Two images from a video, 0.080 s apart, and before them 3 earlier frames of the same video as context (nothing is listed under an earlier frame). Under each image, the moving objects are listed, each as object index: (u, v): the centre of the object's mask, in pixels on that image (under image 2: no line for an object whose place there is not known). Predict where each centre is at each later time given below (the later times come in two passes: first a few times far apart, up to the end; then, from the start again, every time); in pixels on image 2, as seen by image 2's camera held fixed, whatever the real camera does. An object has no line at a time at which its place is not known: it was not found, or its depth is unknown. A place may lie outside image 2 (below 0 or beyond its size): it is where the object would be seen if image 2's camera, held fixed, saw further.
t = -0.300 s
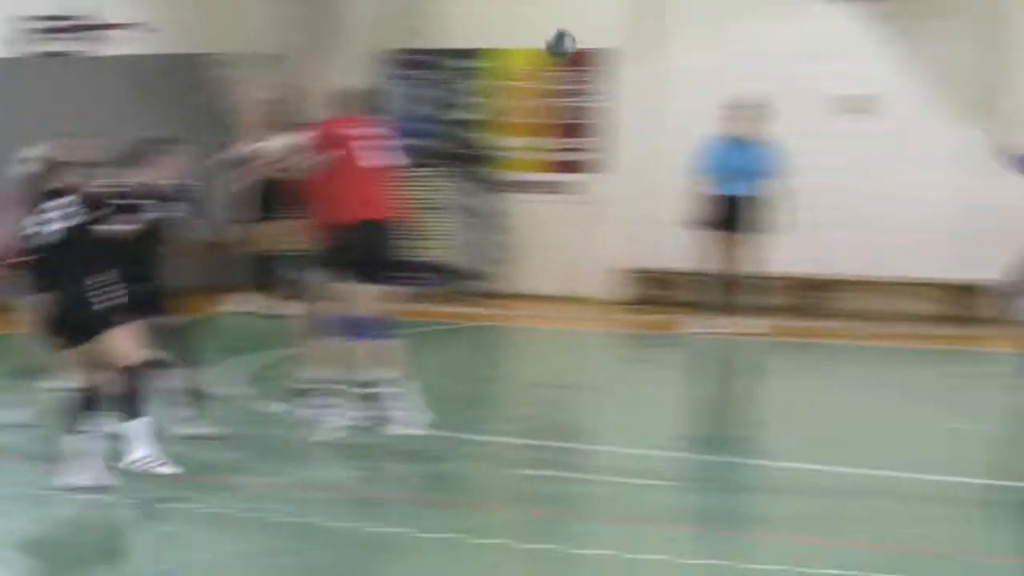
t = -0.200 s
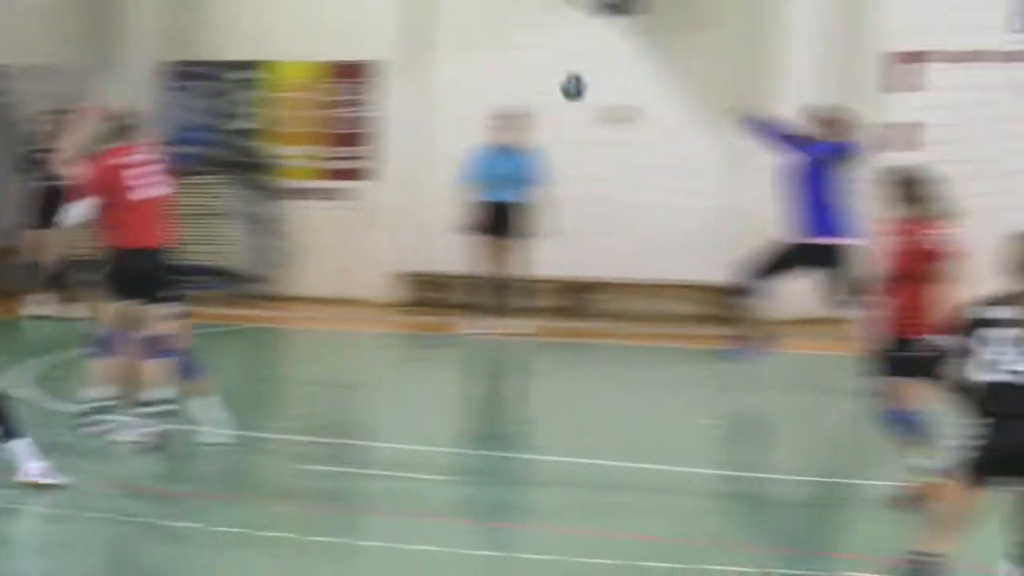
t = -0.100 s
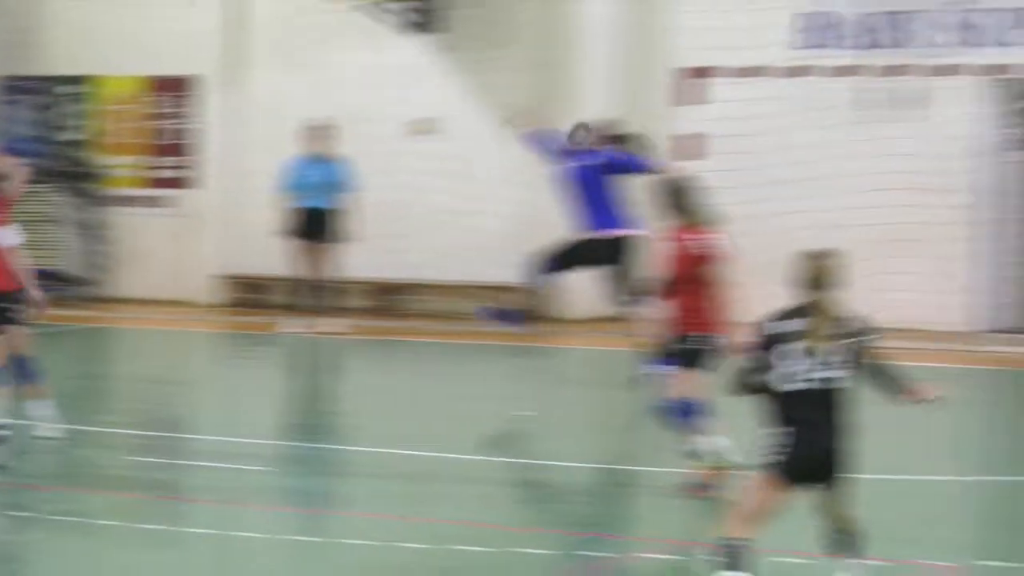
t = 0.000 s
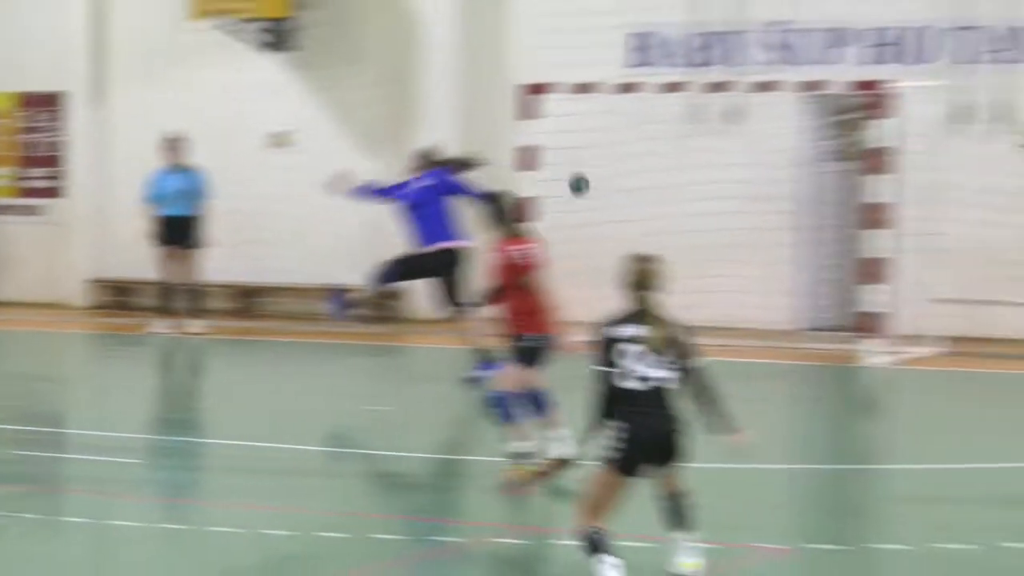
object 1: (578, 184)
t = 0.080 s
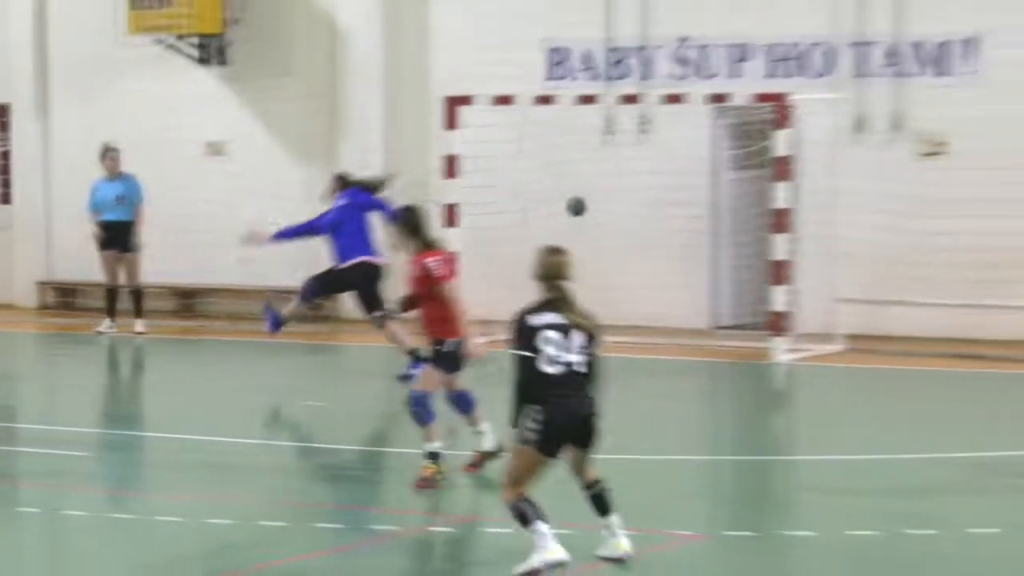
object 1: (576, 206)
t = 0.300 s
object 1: (597, 220)
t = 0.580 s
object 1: (601, 268)
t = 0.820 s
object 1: (598, 317)
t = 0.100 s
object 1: (582, 207)
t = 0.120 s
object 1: (586, 208)
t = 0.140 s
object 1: (588, 209)
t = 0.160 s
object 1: (591, 210)
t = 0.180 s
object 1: (593, 212)
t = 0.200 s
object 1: (594, 212)
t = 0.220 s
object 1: (595, 213)
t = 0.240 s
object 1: (595, 214)
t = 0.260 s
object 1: (596, 216)
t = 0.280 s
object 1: (596, 217)
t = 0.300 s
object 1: (597, 220)
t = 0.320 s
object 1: (598, 221)
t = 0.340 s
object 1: (598, 223)
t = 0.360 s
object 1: (599, 225)
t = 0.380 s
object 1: (599, 228)
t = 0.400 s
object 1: (600, 231)
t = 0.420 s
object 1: (600, 235)
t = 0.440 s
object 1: (600, 238)
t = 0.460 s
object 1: (600, 241)
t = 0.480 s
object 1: (600, 245)
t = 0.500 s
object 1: (600, 249)
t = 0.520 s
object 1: (601, 253)
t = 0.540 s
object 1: (601, 258)
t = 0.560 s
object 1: (601, 263)
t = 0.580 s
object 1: (601, 268)
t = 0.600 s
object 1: (600, 274)
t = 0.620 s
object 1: (600, 281)
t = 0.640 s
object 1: (600, 288)
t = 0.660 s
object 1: (600, 295)
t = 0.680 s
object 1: (600, 303)
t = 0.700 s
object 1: (600, 311)
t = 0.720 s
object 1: (600, 320)
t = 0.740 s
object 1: (599, 330)
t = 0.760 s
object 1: (600, 334)
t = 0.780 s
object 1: (600, 328)
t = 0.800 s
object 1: (599, 322)
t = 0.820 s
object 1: (598, 317)
